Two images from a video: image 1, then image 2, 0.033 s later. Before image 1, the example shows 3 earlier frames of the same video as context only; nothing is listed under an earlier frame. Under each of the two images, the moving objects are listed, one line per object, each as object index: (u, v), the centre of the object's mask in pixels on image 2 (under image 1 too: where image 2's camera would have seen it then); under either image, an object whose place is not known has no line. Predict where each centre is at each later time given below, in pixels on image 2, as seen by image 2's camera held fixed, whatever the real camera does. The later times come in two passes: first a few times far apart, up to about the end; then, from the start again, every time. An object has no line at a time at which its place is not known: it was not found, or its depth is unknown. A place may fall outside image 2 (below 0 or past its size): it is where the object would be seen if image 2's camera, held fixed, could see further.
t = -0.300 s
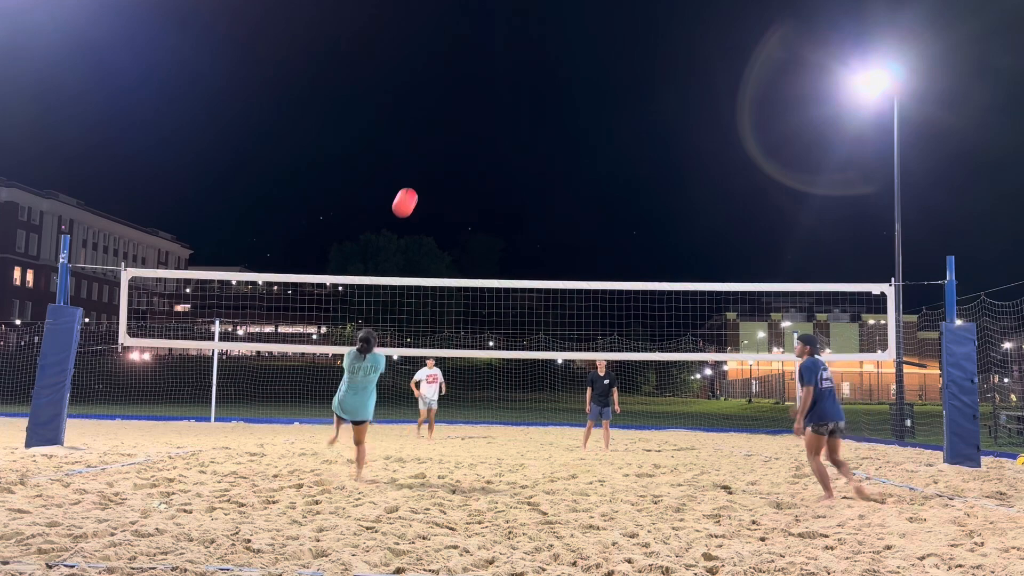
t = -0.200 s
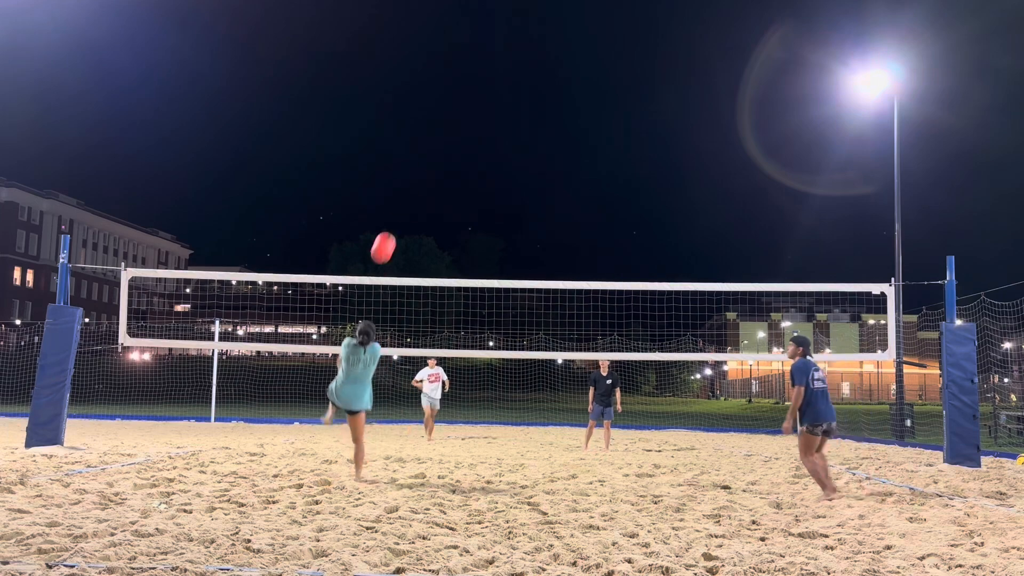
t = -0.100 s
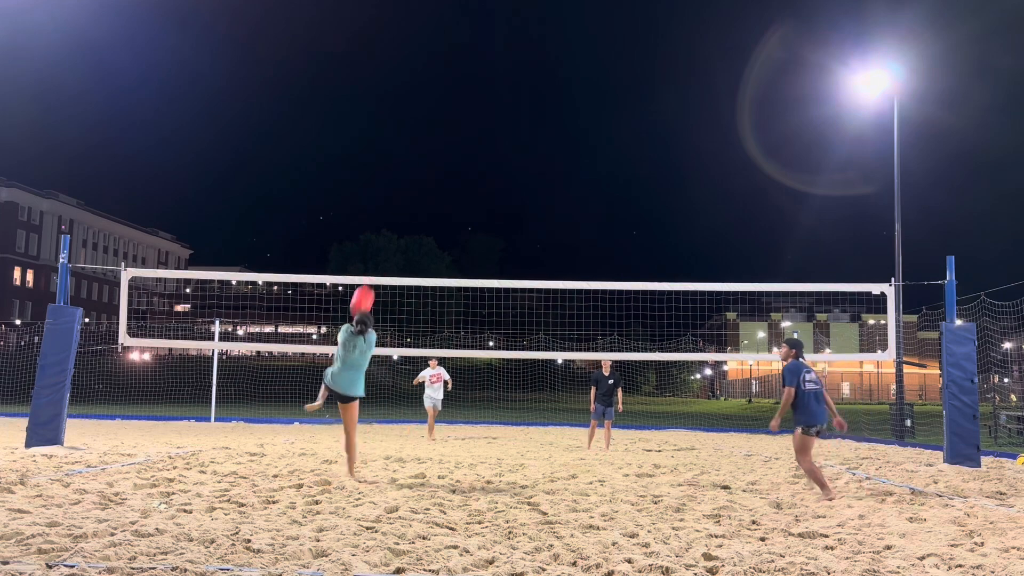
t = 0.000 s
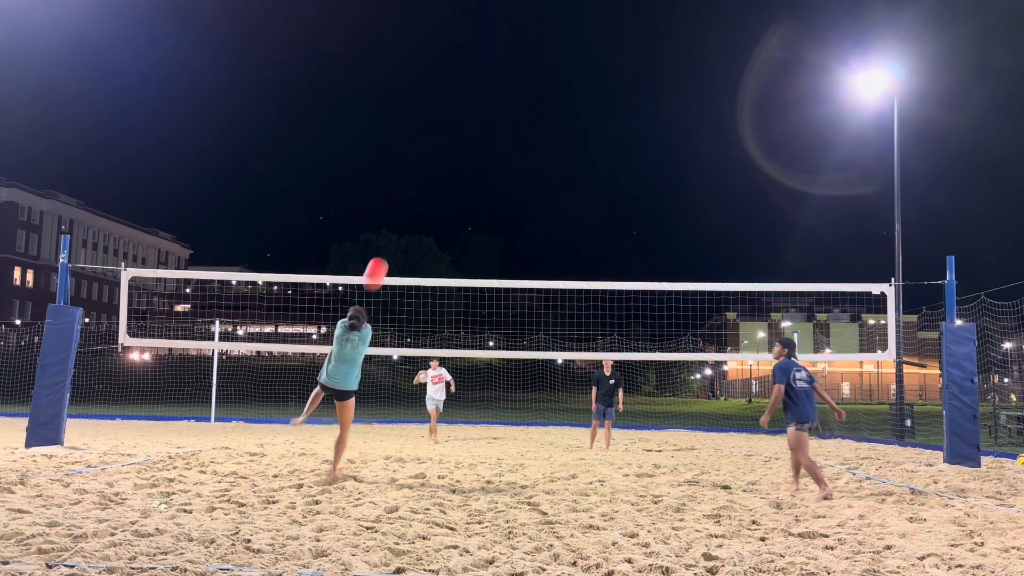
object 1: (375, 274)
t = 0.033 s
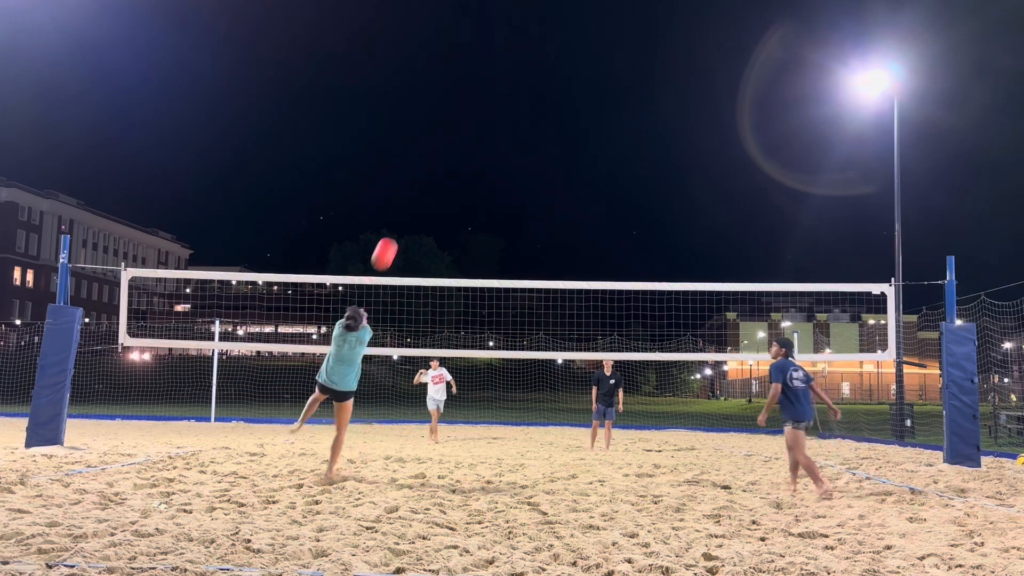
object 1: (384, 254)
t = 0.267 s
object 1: (446, 143)
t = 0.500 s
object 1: (506, 81)
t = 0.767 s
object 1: (573, 71)
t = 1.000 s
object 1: (630, 116)
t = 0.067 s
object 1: (393, 235)
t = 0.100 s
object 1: (402, 217)
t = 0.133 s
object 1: (411, 200)
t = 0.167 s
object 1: (420, 184)
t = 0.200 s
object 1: (429, 169)
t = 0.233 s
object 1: (438, 156)
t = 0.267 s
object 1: (446, 143)
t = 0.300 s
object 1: (455, 131)
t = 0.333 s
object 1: (464, 120)
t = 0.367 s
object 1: (472, 110)
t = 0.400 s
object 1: (481, 102)
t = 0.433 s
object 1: (489, 94)
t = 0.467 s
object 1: (498, 87)
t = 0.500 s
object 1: (506, 81)
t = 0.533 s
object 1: (515, 76)
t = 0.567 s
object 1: (523, 73)
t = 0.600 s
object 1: (531, 70)
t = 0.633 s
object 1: (539, 68)
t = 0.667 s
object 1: (548, 67)
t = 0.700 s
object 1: (556, 68)
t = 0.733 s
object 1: (564, 69)
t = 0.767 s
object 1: (573, 71)
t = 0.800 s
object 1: (581, 75)
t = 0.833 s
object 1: (589, 79)
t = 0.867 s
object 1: (597, 84)
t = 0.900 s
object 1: (606, 91)
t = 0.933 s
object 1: (614, 98)
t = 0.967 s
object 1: (622, 106)
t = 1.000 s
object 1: (630, 116)
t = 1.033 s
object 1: (639, 126)
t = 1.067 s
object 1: (647, 137)
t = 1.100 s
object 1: (656, 150)
